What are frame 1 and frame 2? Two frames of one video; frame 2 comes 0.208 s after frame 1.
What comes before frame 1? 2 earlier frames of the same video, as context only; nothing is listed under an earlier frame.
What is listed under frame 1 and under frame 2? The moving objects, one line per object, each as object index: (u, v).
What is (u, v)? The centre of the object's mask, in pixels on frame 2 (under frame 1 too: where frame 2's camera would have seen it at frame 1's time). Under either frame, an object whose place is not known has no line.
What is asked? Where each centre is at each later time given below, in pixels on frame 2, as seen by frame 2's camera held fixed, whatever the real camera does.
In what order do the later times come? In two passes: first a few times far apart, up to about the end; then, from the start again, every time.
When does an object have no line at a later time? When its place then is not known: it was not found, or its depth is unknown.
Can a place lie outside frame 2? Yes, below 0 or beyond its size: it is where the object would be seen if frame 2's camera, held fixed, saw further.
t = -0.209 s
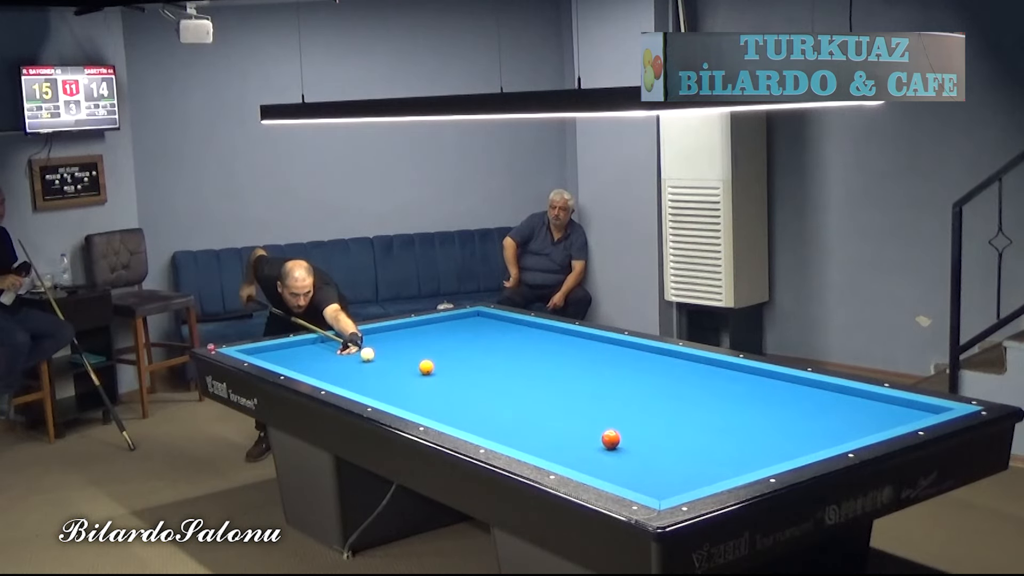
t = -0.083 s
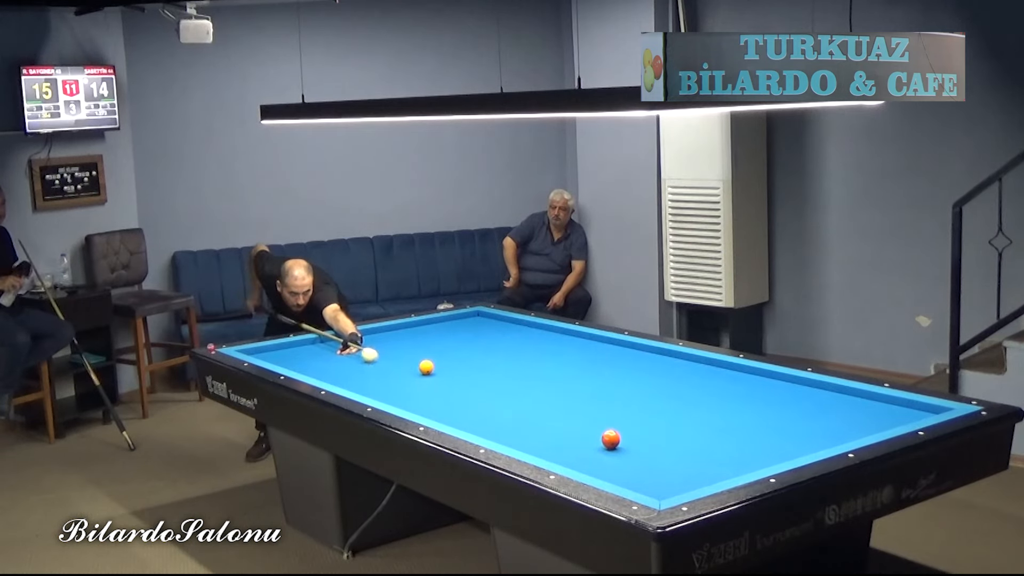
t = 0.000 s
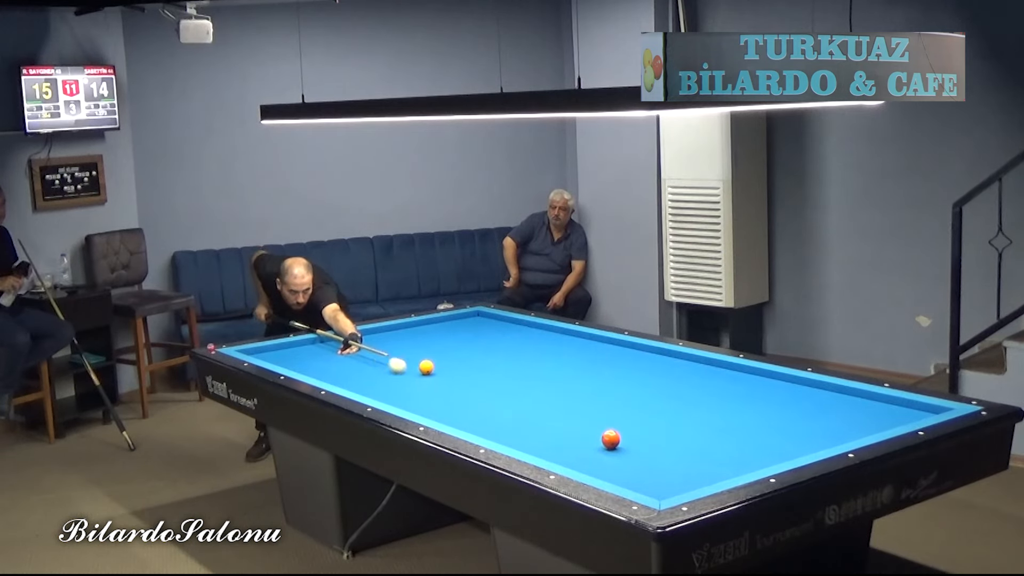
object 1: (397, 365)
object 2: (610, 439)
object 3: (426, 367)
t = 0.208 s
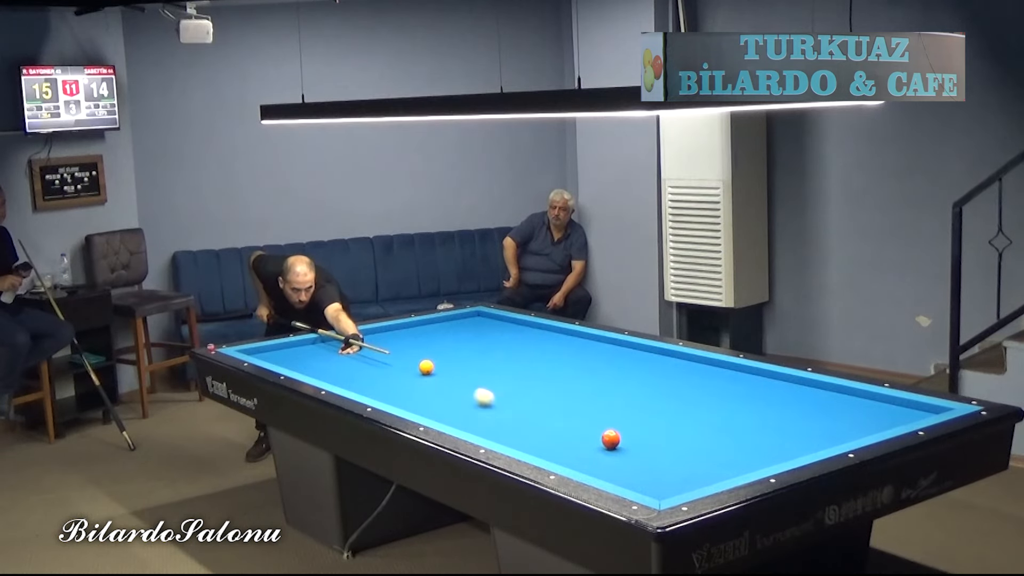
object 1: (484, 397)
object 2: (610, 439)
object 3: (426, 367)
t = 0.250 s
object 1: (502, 403)
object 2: (610, 439)
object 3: (426, 367)
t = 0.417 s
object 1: (583, 433)
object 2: (610, 439)
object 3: (426, 367)
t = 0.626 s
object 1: (574, 462)
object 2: (743, 452)
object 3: (426, 367)
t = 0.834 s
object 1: (678, 477)
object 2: (756, 439)
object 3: (426, 367)
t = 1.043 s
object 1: (706, 463)
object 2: (724, 420)
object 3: (426, 367)
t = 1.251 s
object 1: (704, 437)
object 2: (695, 403)
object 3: (426, 367)
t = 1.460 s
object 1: (704, 418)
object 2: (672, 389)
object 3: (426, 367)
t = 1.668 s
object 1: (705, 399)
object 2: (649, 375)
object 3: (426, 367)
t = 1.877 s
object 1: (705, 383)
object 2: (629, 364)
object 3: (426, 367)
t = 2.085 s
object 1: (705, 370)
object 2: (612, 353)
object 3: (426, 367)
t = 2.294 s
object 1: (692, 359)
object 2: (594, 343)
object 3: (426, 367)
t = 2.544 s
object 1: (642, 357)
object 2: (577, 333)
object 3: (426, 367)
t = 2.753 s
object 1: (599, 355)
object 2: (544, 329)
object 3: (426, 367)
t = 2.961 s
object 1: (561, 353)
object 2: (516, 326)
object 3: (426, 367)
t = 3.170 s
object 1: (521, 352)
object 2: (487, 323)
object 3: (426, 367)
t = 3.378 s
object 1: (486, 350)
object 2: (461, 320)
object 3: (426, 367)
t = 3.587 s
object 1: (452, 349)
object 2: (443, 318)
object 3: (426, 367)
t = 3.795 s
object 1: (416, 347)
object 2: (443, 323)
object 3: (426, 367)
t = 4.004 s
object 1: (384, 346)
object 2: (444, 327)
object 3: (426, 367)
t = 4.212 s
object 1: (351, 344)
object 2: (443, 332)
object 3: (426, 367)
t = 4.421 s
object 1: (321, 343)
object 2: (443, 336)
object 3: (426, 367)
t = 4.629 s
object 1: (295, 343)
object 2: (443, 341)
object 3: (426, 367)
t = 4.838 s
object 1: (286, 349)
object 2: (443, 345)
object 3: (426, 367)
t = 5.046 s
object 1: (277, 354)
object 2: (443, 350)
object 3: (426, 367)
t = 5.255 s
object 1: (267, 358)
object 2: (443, 355)
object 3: (426, 367)
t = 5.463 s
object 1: (282, 360)
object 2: (443, 360)
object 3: (426, 367)
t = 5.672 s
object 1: (299, 362)
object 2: (443, 365)
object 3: (426, 367)
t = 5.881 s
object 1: (316, 362)
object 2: (443, 370)
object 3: (426, 367)
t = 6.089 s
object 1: (335, 363)
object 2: (444, 375)
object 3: (426, 367)
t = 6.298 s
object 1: (351, 363)
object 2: (444, 380)
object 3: (426, 367)
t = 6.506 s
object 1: (367, 364)
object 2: (444, 385)
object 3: (426, 367)
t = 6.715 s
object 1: (385, 365)
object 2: (444, 391)
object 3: (426, 367)
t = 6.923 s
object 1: (401, 365)
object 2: (444, 396)
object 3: (426, 367)
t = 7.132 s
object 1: (414, 366)
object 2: (445, 401)
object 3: (430, 367)
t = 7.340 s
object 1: (419, 366)
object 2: (445, 407)
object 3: (439, 368)
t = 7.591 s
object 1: (424, 365)
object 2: (446, 414)
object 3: (450, 369)
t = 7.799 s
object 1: (427, 365)
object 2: (446, 418)
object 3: (459, 370)
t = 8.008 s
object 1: (431, 365)
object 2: (452, 421)
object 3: (467, 370)
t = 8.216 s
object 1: (433, 364)
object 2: (464, 424)
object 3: (475, 371)
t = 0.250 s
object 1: (502, 403)
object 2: (610, 439)
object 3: (426, 367)
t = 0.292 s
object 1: (521, 410)
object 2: (610, 439)
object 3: (426, 367)
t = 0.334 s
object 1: (541, 417)
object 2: (611, 438)
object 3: (426, 367)
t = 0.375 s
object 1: (562, 425)
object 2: (610, 439)
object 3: (426, 367)
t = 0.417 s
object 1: (583, 433)
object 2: (610, 439)
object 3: (426, 367)
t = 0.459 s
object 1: (590, 441)
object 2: (627, 439)
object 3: (426, 367)
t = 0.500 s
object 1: (585, 446)
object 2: (656, 443)
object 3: (426, 367)
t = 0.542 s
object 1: (580, 452)
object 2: (686, 446)
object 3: (426, 367)
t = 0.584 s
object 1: (577, 458)
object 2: (714, 449)
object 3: (426, 367)
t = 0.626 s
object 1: (574, 462)
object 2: (743, 452)
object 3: (426, 367)
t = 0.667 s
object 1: (584, 466)
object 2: (770, 454)
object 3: (426, 367)
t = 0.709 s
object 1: (615, 471)
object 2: (784, 452)
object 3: (426, 367)
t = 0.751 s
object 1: (635, 473)
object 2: (774, 449)
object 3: (426, 367)
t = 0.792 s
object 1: (657, 475)
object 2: (765, 443)
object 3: (426, 367)
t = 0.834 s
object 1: (678, 477)
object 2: (756, 439)
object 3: (426, 367)
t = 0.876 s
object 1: (699, 478)
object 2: (749, 435)
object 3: (426, 367)
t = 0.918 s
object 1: (713, 477)
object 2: (742, 431)
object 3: (426, 367)
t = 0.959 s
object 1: (710, 474)
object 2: (736, 427)
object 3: (426, 367)
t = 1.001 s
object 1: (707, 468)
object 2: (730, 424)
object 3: (426, 367)
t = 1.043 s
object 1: (706, 463)
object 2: (724, 420)
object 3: (426, 367)
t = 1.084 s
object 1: (704, 457)
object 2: (719, 417)
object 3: (426, 367)
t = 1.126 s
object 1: (704, 452)
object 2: (714, 414)
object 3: (426, 367)
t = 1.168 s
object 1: (704, 445)
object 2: (705, 409)
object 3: (426, 367)
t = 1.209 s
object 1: (704, 442)
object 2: (700, 406)
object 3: (426, 367)
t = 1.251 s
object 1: (704, 437)
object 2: (695, 403)
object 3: (426, 367)
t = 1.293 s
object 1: (704, 433)
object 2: (690, 400)
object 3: (426, 367)
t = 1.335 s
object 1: (704, 429)
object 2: (686, 397)
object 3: (426, 367)
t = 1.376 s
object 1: (704, 425)
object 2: (681, 394)
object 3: (426, 367)
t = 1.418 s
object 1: (704, 421)
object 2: (676, 391)
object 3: (426, 367)
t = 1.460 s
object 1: (704, 418)
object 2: (672, 389)
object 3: (426, 367)
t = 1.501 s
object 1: (705, 414)
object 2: (667, 386)
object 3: (426, 367)
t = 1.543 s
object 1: (705, 411)
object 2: (663, 384)
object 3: (426, 367)
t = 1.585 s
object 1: (705, 407)
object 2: (659, 381)
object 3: (426, 367)
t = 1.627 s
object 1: (705, 404)
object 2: (655, 379)
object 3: (426, 367)
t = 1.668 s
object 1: (705, 399)
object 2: (649, 375)
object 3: (426, 367)
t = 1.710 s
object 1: (705, 396)
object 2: (645, 373)
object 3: (426, 367)
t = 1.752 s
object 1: (705, 392)
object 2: (641, 370)
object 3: (426, 367)
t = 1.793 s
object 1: (705, 389)
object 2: (637, 368)
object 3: (426, 367)
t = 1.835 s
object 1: (705, 386)
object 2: (633, 366)
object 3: (426, 367)
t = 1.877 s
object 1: (705, 383)
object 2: (629, 364)
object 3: (426, 367)
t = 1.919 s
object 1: (705, 381)
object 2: (626, 361)
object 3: (426, 367)
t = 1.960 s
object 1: (705, 378)
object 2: (622, 359)
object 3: (426, 367)
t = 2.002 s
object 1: (705, 375)
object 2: (619, 357)
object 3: (426, 367)
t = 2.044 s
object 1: (705, 373)
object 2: (615, 355)
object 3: (426, 367)
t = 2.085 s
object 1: (705, 370)
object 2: (612, 353)
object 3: (426, 367)
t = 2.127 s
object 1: (705, 367)
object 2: (609, 351)
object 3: (426, 367)
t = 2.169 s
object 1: (705, 364)
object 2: (604, 349)
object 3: (426, 367)
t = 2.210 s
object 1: (705, 361)
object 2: (601, 347)
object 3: (426, 367)
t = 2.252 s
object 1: (702, 359)
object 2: (597, 345)
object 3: (426, 367)
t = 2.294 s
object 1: (692, 359)
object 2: (594, 343)
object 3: (426, 367)
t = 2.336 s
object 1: (683, 359)
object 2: (592, 341)
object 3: (426, 367)
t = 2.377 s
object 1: (675, 359)
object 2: (589, 339)
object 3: (426, 367)
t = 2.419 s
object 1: (667, 358)
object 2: (586, 338)
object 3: (426, 367)
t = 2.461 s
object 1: (658, 358)
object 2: (583, 336)
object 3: (426, 367)
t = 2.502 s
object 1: (650, 358)
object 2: (580, 335)
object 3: (426, 367)
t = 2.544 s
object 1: (642, 357)
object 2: (577, 333)
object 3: (426, 367)
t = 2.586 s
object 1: (634, 357)
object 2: (571, 332)
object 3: (426, 367)
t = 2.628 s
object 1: (626, 356)
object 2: (565, 331)
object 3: (426, 367)
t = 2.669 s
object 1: (615, 356)
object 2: (556, 330)
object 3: (426, 367)
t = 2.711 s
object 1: (607, 356)
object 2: (550, 330)
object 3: (426, 367)
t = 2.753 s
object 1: (599, 355)
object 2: (544, 329)
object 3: (426, 367)
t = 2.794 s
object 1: (591, 355)
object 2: (538, 328)
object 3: (426, 367)
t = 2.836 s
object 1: (584, 355)
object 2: (533, 328)
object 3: (426, 367)
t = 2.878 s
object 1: (576, 354)
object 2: (527, 327)
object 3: (426, 367)
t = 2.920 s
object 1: (569, 354)
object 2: (521, 326)
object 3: (426, 367)
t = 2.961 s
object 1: (561, 353)
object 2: (516, 326)
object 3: (426, 367)
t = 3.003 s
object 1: (554, 353)
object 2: (510, 325)
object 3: (426, 367)
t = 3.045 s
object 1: (546, 353)
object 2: (505, 325)
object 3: (426, 367)
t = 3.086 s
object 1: (539, 353)
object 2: (500, 324)
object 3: (426, 367)
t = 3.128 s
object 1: (528, 352)
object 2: (492, 323)
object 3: (426, 367)
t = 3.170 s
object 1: (521, 352)
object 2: (487, 323)
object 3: (426, 367)
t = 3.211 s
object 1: (514, 352)
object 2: (481, 322)
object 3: (426, 367)
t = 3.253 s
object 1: (507, 351)
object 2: (476, 321)
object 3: (426, 367)
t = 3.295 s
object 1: (500, 351)
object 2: (471, 321)
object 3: (426, 367)
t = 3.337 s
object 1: (493, 351)
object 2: (466, 320)
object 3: (426, 367)
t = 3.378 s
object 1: (486, 350)
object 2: (461, 320)
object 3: (426, 367)
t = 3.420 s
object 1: (479, 350)
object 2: (456, 319)
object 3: (426, 367)
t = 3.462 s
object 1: (472, 350)
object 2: (451, 319)
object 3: (426, 367)
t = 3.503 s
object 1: (465, 349)
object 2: (446, 318)
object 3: (426, 367)
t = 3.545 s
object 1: (459, 349)
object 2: (442, 318)
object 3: (426, 367)
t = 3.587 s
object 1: (452, 349)
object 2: (443, 318)
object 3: (426, 367)
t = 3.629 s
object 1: (442, 349)
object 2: (443, 320)
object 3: (426, 367)
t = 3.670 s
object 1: (435, 348)
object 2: (444, 321)
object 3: (426, 367)
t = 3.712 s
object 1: (429, 348)
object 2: (444, 322)
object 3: (426, 367)
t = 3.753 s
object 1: (422, 347)
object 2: (444, 322)
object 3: (426, 367)
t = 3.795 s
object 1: (416, 347)
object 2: (443, 323)
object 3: (426, 367)
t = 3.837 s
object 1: (409, 347)
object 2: (443, 324)
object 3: (426, 367)
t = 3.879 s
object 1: (403, 347)
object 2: (444, 325)
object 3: (426, 367)
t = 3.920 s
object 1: (397, 346)
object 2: (444, 325)
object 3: (426, 367)
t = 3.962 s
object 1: (390, 346)
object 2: (443, 326)
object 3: (426, 367)
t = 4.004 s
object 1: (384, 346)
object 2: (444, 327)
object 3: (426, 367)
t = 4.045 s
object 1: (378, 346)
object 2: (444, 328)
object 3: (426, 367)
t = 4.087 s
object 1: (372, 345)
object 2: (444, 329)
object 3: (426, 367)
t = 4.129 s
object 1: (363, 345)
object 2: (443, 330)
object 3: (426, 367)
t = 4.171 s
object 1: (357, 344)
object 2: (444, 331)
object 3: (426, 367)
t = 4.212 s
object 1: (351, 344)
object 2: (443, 332)
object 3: (426, 367)
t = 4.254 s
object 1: (345, 344)
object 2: (443, 333)
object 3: (426, 367)
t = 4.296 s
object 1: (339, 344)
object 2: (443, 334)
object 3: (426, 367)
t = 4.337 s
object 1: (333, 344)
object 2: (443, 334)
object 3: (426, 367)
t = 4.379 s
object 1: (327, 343)
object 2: (443, 335)
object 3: (426, 367)
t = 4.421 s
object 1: (321, 343)
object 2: (443, 336)
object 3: (426, 367)
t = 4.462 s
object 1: (315, 343)
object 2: (443, 337)
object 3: (426, 367)
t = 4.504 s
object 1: (310, 343)
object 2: (443, 338)
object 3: (426, 367)
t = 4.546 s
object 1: (304, 342)
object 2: (443, 339)
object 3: (426, 367)
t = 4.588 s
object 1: (297, 342)
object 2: (443, 340)
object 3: (426, 367)
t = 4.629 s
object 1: (295, 343)
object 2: (443, 341)
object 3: (426, 367)
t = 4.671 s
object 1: (293, 344)
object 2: (443, 342)
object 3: (426, 367)
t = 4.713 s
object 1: (292, 345)
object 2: (443, 343)
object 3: (426, 367)
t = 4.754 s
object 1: (290, 347)
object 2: (443, 344)
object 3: (426, 367)
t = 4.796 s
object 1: (288, 347)
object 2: (443, 344)
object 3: (426, 367)
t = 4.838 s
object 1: (286, 349)
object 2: (443, 345)
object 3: (426, 367)
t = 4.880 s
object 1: (284, 350)
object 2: (443, 346)
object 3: (426, 367)
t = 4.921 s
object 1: (282, 351)
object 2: (443, 347)
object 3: (426, 367)
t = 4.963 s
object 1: (281, 352)
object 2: (444, 348)
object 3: (426, 367)
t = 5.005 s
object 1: (279, 353)
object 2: (443, 349)
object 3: (426, 367)
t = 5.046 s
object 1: (277, 354)
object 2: (443, 350)
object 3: (426, 367)
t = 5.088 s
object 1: (274, 355)
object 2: (443, 351)
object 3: (426, 367)
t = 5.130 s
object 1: (272, 356)
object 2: (443, 352)
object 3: (426, 367)
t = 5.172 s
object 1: (270, 356)
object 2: (443, 353)
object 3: (426, 367)
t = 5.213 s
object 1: (269, 357)
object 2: (443, 354)
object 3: (426, 367)
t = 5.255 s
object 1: (267, 358)
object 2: (443, 355)
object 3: (426, 367)
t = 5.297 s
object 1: (268, 358)
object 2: (443, 356)
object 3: (426, 367)
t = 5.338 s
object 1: (272, 359)
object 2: (443, 357)
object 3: (426, 367)
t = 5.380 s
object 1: (275, 359)
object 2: (443, 358)
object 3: (426, 367)
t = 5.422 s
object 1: (278, 359)
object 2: (443, 359)
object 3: (426, 367)
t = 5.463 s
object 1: (282, 360)
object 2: (443, 360)
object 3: (426, 367)
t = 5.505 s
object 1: (285, 360)
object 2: (443, 360)
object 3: (426, 367)
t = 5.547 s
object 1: (288, 361)
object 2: (443, 361)
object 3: (426, 367)
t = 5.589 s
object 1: (293, 361)
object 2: (443, 363)
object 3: (426, 367)
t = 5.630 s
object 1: (296, 361)
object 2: (443, 364)
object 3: (426, 367)
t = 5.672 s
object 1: (299, 362)
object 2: (443, 365)
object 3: (426, 367)
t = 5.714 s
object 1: (303, 362)
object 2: (443, 366)
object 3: (426, 367)
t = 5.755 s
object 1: (306, 362)
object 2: (443, 367)
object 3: (426, 367)
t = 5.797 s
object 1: (310, 362)
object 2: (443, 368)
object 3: (426, 367)
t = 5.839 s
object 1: (313, 362)
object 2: (443, 368)
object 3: (426, 367)
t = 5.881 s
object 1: (316, 362)
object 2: (443, 370)
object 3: (426, 367)
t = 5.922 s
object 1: (319, 362)
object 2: (443, 370)
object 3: (426, 367)
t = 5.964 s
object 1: (323, 362)
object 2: (443, 371)
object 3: (426, 367)
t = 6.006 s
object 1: (326, 363)
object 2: (443, 372)
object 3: (426, 367)
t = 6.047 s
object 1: (331, 363)
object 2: (443, 374)
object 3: (426, 367)
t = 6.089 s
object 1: (335, 363)
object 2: (444, 375)
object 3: (426, 367)
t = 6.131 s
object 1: (338, 363)
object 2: (444, 376)
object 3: (426, 367)
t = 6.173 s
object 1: (341, 363)
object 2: (444, 377)
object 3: (426, 367)
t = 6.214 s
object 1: (344, 363)
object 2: (444, 378)
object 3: (426, 367)
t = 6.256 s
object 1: (348, 363)
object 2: (444, 379)
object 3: (426, 367)
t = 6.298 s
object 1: (351, 363)
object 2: (444, 380)
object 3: (426, 367)
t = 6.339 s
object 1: (354, 364)
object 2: (444, 381)
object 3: (426, 367)
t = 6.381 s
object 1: (357, 364)
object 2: (444, 382)
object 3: (426, 367)
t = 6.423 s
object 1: (361, 364)
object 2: (444, 383)
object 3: (426, 367)
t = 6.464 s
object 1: (364, 364)
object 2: (444, 384)
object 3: (426, 367)
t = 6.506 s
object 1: (367, 364)
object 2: (444, 385)
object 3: (426, 367)
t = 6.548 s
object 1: (372, 364)
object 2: (444, 386)
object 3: (426, 367)
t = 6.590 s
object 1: (375, 364)
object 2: (444, 387)
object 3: (426, 367)
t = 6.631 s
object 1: (379, 365)
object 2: (444, 388)
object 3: (426, 367)
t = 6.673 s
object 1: (382, 365)
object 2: (444, 389)
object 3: (426, 367)
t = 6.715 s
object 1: (385, 365)
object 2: (444, 391)
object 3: (426, 367)
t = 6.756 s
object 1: (388, 365)
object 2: (444, 392)
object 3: (426, 367)
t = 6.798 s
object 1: (391, 365)
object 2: (444, 392)
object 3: (426, 367)
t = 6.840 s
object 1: (395, 365)
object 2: (444, 394)
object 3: (426, 367)
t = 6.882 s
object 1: (398, 365)
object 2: (444, 395)
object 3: (426, 367)
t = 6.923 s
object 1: (401, 365)
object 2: (444, 396)
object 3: (426, 367)
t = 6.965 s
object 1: (404, 366)
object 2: (445, 397)
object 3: (426, 367)
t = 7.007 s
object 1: (407, 366)
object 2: (445, 398)
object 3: (426, 367)
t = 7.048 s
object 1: (412, 366)
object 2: (445, 399)
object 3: (426, 367)
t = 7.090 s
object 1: (413, 366)
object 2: (445, 400)
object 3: (427, 367)
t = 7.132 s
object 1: (414, 366)
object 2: (445, 401)
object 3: (430, 367)
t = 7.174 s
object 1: (415, 366)
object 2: (445, 402)
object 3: (432, 367)
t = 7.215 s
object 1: (416, 366)
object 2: (445, 404)
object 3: (433, 368)
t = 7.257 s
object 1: (417, 366)
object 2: (445, 405)
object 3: (435, 368)
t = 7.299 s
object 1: (418, 366)
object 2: (445, 406)
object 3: (437, 368)
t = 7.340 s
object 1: (419, 366)
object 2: (445, 407)
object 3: (439, 368)
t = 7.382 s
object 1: (419, 366)
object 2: (445, 408)
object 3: (440, 368)
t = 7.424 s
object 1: (420, 366)
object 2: (445, 409)
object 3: (442, 368)
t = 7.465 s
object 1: (421, 365)
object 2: (445, 410)
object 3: (444, 368)
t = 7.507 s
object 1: (422, 365)
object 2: (445, 411)
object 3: (446, 369)
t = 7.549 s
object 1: (423, 365)
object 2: (445, 413)
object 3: (448, 369)
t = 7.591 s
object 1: (424, 365)
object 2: (446, 414)
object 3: (450, 369)
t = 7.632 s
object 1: (424, 365)
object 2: (446, 415)
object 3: (452, 369)
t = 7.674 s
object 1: (425, 365)
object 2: (446, 415)
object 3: (453, 369)
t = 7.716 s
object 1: (426, 365)
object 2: (446, 416)
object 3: (455, 369)
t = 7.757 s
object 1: (426, 365)
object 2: (446, 417)
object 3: (456, 369)
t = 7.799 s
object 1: (427, 365)
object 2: (446, 418)
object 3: (459, 370)
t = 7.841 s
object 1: (428, 365)
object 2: (447, 418)
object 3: (460, 370)
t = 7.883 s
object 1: (428, 365)
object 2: (447, 419)
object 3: (461, 370)
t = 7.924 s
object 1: (429, 365)
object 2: (447, 420)
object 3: (463, 370)
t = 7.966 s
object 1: (430, 365)
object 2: (448, 420)
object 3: (465, 370)
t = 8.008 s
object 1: (431, 365)
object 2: (452, 421)
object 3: (467, 370)
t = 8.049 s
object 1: (431, 365)
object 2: (455, 422)
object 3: (469, 370)
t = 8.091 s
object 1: (432, 364)
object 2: (457, 422)
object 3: (470, 371)
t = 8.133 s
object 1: (432, 364)
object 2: (460, 423)
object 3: (472, 371)
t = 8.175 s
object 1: (433, 364)
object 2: (462, 423)
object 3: (473, 371)
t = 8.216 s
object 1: (433, 364)
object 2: (464, 424)
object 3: (475, 371)
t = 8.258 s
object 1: (434, 364)
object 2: (467, 425)
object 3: (476, 371)
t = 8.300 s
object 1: (434, 364)
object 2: (469, 425)
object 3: (478, 372)
